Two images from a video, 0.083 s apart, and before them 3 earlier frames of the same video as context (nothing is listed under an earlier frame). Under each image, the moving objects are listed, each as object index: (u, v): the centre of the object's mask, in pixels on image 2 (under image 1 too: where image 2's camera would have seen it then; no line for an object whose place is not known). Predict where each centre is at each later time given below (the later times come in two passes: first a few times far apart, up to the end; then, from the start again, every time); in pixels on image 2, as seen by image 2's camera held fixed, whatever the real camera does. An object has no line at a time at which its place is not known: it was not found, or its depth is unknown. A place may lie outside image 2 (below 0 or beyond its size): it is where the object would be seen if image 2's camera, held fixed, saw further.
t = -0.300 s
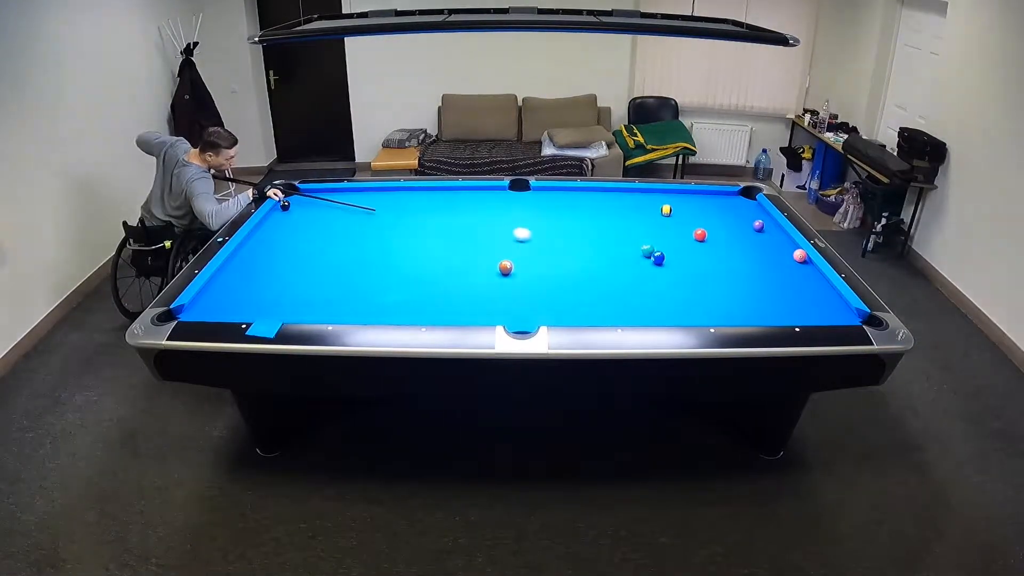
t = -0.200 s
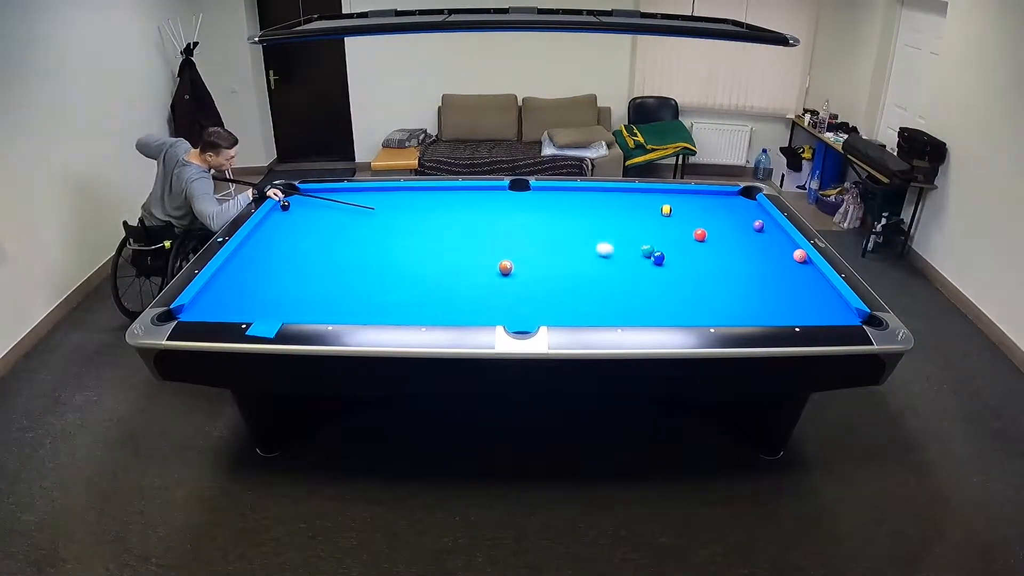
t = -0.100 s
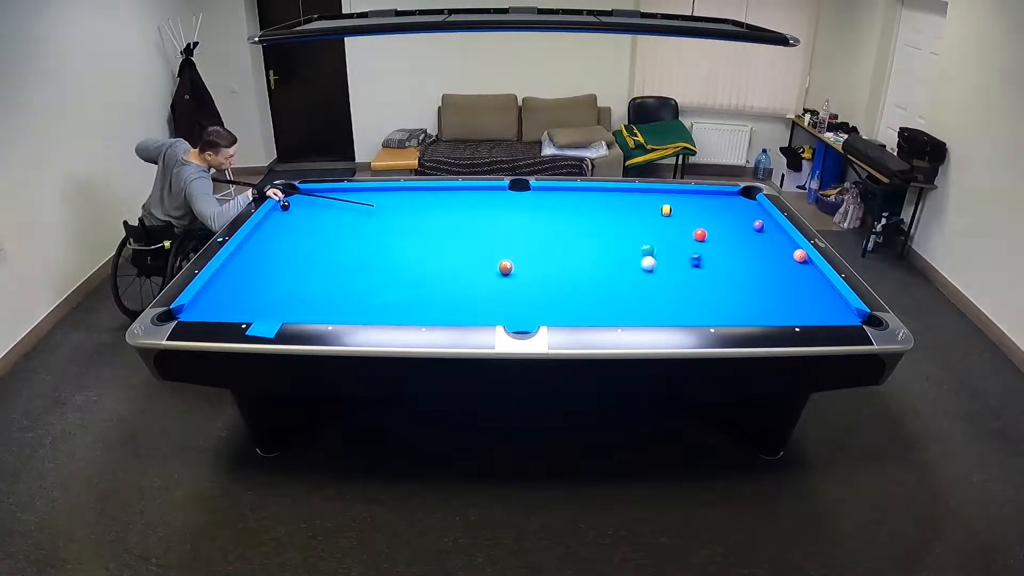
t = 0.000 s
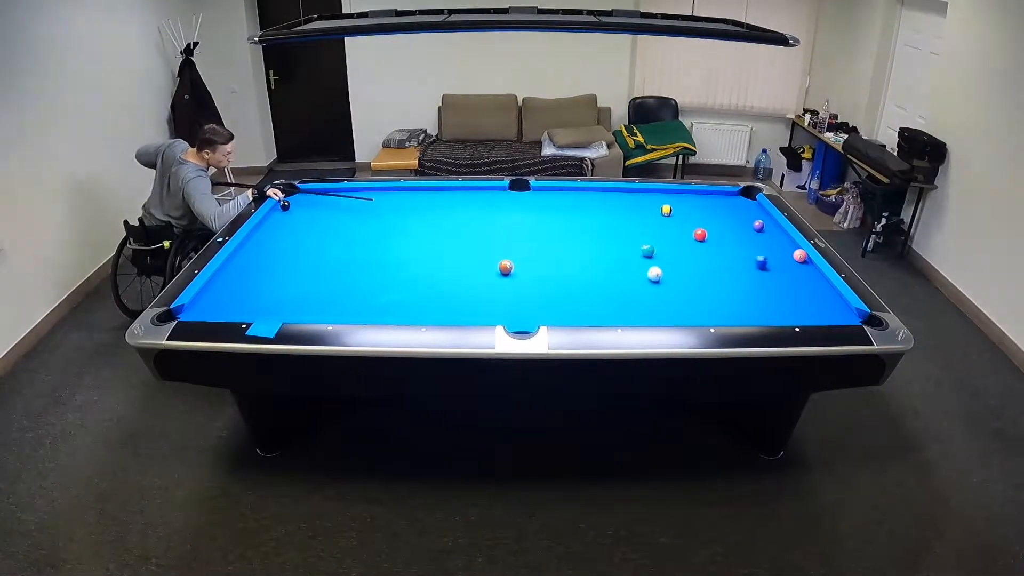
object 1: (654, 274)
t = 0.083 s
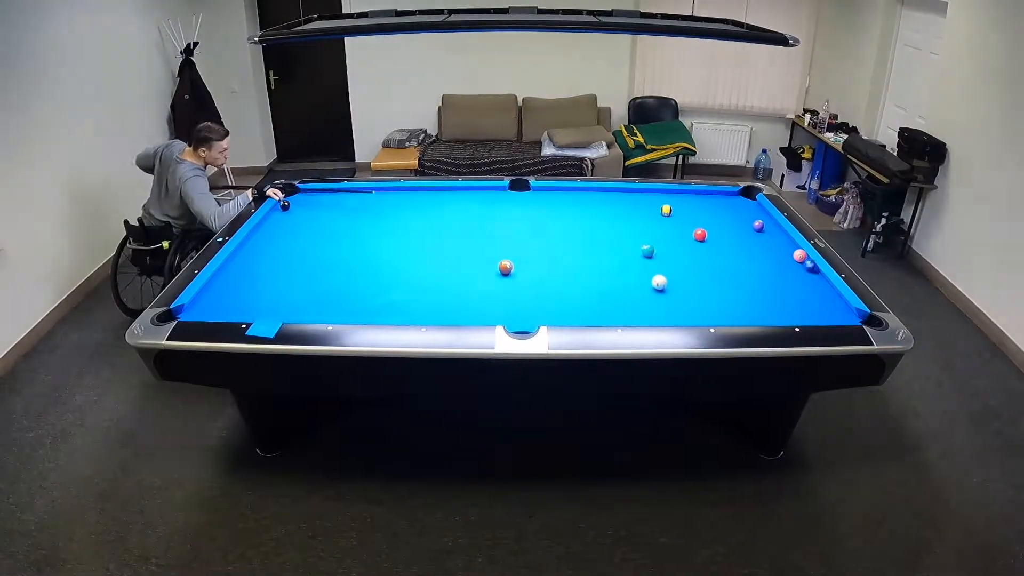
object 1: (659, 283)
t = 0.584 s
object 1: (671, 307)
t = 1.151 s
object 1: (649, 280)
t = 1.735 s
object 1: (631, 259)
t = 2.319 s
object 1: (618, 244)
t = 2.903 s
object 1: (609, 232)
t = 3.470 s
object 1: (602, 223)
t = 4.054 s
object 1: (596, 218)
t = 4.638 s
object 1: (593, 214)
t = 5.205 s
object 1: (592, 213)
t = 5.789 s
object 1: (592, 213)
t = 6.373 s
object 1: (592, 213)
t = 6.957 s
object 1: (592, 213)
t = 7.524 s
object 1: (593, 213)
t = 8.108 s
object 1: (593, 213)
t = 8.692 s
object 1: (592, 213)
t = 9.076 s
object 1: (593, 213)
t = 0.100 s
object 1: (660, 285)
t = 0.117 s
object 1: (661, 286)
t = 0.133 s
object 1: (662, 288)
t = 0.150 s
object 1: (663, 290)
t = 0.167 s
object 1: (664, 292)
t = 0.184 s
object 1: (666, 293)
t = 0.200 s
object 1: (666, 295)
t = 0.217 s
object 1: (667, 297)
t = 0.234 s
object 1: (668, 299)
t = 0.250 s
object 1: (670, 301)
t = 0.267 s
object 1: (671, 303)
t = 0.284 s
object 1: (672, 304)
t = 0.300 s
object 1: (673, 306)
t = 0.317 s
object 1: (674, 308)
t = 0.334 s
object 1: (675, 310)
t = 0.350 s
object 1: (676, 311)
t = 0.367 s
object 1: (677, 312)
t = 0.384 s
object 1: (678, 314)
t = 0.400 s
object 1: (679, 315)
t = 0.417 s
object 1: (679, 315)
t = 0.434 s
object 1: (678, 314)
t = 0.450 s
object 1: (678, 313)
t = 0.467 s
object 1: (677, 312)
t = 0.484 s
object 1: (676, 312)
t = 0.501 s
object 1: (675, 311)
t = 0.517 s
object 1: (674, 311)
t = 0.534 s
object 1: (674, 310)
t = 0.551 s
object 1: (673, 309)
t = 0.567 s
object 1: (672, 308)
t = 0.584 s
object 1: (671, 307)
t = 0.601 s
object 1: (670, 306)
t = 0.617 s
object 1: (670, 305)
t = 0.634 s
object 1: (669, 304)
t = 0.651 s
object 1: (668, 303)
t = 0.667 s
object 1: (667, 303)
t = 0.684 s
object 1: (667, 302)
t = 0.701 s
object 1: (666, 301)
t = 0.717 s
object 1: (666, 300)
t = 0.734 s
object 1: (665, 299)
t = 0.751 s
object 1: (664, 298)
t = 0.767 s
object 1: (663, 298)
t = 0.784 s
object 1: (663, 297)
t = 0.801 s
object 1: (662, 296)
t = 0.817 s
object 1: (662, 295)
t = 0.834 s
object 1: (661, 294)
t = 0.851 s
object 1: (660, 294)
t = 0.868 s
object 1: (660, 293)
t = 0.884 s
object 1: (659, 292)
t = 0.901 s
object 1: (658, 291)
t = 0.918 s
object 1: (657, 290)
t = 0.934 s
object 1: (657, 290)
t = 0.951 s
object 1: (656, 289)
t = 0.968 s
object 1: (656, 288)
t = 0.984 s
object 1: (655, 287)
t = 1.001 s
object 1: (654, 287)
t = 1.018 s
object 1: (654, 286)
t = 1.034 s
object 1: (653, 285)
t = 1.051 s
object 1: (653, 284)
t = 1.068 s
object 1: (652, 284)
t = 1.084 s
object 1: (651, 283)
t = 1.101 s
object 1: (651, 282)
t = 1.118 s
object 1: (650, 282)
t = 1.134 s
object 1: (650, 281)
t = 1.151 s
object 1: (649, 280)
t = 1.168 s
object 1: (648, 279)
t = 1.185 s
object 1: (648, 279)
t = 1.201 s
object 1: (647, 278)
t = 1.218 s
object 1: (647, 277)
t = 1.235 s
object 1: (646, 277)
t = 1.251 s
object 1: (646, 276)
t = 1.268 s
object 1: (645, 276)
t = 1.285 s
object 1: (644, 275)
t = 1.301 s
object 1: (644, 274)
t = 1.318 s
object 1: (643, 273)
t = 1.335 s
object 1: (643, 273)
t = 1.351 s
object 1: (642, 272)
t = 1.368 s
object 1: (642, 272)
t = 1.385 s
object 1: (641, 271)
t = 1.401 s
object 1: (641, 270)
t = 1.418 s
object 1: (641, 270)
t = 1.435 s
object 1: (640, 269)
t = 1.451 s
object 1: (639, 269)
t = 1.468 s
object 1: (639, 268)
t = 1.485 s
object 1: (638, 267)
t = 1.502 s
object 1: (638, 267)
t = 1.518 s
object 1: (637, 266)
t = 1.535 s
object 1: (637, 266)
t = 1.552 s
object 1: (637, 265)
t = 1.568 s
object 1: (636, 265)
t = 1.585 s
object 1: (635, 264)
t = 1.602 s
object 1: (635, 264)
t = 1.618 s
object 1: (634, 263)
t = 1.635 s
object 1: (634, 262)
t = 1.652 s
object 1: (634, 262)
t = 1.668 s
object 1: (633, 261)
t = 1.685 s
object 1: (633, 261)
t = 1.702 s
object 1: (632, 260)
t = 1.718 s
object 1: (632, 260)
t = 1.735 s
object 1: (631, 259)
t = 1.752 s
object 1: (631, 259)
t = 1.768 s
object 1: (631, 258)
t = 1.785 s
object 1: (630, 258)
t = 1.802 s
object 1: (630, 257)
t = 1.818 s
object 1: (629, 257)
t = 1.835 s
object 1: (629, 256)
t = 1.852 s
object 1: (628, 256)
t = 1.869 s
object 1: (628, 255)
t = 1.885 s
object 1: (628, 255)
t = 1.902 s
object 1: (627, 254)
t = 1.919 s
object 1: (627, 254)
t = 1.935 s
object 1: (626, 253)
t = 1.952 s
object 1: (626, 253)
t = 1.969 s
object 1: (626, 252)
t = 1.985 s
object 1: (625, 252)
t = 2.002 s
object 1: (625, 252)
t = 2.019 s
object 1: (624, 251)
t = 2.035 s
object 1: (624, 251)
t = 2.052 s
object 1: (624, 250)
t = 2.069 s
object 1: (623, 250)
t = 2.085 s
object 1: (623, 249)
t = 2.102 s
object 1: (623, 249)
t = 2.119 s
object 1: (622, 248)
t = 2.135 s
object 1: (622, 248)
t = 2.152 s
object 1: (622, 248)
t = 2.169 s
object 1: (621, 247)
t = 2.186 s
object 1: (621, 247)
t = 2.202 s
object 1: (621, 246)
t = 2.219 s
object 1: (620, 246)
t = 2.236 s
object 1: (620, 246)
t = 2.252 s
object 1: (620, 245)
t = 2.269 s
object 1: (619, 245)
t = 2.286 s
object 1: (619, 244)
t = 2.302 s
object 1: (619, 244)
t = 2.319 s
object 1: (618, 244)
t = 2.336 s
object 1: (618, 243)
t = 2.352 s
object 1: (617, 243)
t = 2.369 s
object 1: (617, 243)
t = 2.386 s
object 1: (617, 242)
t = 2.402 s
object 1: (617, 242)
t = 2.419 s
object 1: (616, 242)
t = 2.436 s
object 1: (616, 241)
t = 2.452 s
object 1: (616, 241)
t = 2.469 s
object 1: (616, 240)
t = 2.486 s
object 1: (615, 240)
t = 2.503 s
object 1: (615, 239)
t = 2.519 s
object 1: (615, 239)
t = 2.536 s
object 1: (614, 239)
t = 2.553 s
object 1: (614, 239)
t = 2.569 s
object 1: (614, 238)
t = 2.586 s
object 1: (614, 238)
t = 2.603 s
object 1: (613, 237)
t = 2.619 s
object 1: (613, 237)
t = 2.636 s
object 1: (613, 237)
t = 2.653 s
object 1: (613, 236)
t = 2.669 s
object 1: (612, 236)
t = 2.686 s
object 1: (612, 236)
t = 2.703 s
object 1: (612, 236)
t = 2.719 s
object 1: (611, 235)
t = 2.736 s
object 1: (611, 235)
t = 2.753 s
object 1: (611, 234)
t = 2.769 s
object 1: (610, 234)
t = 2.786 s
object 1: (610, 234)
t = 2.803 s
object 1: (610, 234)
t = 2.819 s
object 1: (610, 233)
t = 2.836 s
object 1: (610, 233)
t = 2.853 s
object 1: (609, 232)
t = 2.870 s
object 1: (609, 232)
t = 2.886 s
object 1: (609, 232)
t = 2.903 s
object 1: (609, 232)
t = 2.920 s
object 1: (608, 231)
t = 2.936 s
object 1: (608, 231)
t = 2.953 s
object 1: (608, 231)
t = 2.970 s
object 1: (608, 231)
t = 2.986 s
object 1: (608, 230)
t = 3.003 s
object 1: (607, 230)
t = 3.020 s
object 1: (607, 230)
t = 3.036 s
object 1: (607, 230)
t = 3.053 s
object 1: (607, 229)
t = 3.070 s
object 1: (606, 229)
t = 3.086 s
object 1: (606, 229)
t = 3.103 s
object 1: (606, 228)
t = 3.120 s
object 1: (606, 228)
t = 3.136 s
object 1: (605, 228)
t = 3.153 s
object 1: (605, 228)
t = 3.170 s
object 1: (605, 228)
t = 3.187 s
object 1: (605, 227)
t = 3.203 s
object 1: (604, 227)
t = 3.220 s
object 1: (604, 227)
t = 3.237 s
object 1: (604, 227)
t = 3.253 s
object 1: (604, 226)
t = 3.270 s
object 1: (604, 226)
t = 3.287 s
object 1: (603, 226)
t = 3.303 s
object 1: (603, 226)
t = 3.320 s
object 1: (603, 225)
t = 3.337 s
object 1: (603, 225)
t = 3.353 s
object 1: (603, 225)
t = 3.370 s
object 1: (603, 225)
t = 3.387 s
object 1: (602, 225)
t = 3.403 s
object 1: (602, 224)
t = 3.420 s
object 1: (602, 224)
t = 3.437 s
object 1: (602, 224)
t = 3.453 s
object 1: (602, 224)
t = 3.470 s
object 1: (602, 223)
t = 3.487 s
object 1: (601, 223)
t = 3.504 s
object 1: (601, 223)
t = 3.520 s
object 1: (601, 223)
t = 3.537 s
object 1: (601, 223)
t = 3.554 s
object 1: (601, 223)
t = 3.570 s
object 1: (600, 222)
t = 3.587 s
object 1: (600, 222)
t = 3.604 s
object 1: (600, 222)
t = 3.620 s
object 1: (600, 222)
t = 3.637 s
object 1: (600, 221)
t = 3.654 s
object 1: (599, 221)
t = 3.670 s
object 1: (599, 221)
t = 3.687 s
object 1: (599, 221)
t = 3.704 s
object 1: (599, 221)
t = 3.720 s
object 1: (599, 220)
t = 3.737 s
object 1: (599, 221)
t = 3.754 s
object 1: (598, 220)
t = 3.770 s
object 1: (598, 220)
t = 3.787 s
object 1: (598, 220)
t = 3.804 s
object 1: (598, 220)
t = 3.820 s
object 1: (598, 220)
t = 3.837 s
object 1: (597, 220)
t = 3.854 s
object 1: (597, 219)
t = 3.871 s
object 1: (597, 219)
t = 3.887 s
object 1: (597, 219)
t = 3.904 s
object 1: (597, 219)
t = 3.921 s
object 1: (597, 219)
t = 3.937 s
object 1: (597, 219)
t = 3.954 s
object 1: (596, 218)
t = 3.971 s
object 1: (596, 218)
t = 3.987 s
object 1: (596, 218)
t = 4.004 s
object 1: (596, 218)
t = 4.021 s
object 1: (596, 218)
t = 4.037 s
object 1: (596, 218)
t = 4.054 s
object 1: (596, 218)
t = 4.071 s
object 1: (596, 217)
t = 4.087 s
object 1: (596, 217)
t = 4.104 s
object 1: (595, 217)
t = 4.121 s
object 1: (595, 217)
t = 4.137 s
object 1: (595, 217)
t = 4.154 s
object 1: (595, 217)
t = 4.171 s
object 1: (595, 217)
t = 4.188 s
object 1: (595, 216)
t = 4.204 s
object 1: (595, 216)
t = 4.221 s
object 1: (595, 216)
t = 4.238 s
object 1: (595, 216)
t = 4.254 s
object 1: (595, 216)
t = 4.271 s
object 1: (595, 216)
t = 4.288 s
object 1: (594, 216)
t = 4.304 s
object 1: (594, 216)
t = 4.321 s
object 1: (594, 216)
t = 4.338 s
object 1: (594, 215)
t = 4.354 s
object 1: (594, 215)
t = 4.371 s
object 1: (594, 215)
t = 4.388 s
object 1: (594, 215)
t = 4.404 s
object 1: (594, 215)
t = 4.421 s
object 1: (594, 215)
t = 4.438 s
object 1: (593, 215)
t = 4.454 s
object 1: (593, 215)
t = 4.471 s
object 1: (593, 215)
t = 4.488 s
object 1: (593, 215)
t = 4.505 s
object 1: (593, 215)
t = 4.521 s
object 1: (593, 214)
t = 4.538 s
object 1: (593, 214)
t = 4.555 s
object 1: (593, 214)
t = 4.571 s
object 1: (593, 214)
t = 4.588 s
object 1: (593, 214)
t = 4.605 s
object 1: (593, 214)
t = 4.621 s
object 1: (593, 214)
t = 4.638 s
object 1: (593, 214)
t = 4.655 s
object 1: (593, 214)
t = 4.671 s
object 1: (593, 214)
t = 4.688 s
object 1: (593, 214)
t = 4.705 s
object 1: (593, 214)
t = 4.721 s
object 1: (593, 214)
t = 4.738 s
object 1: (593, 214)
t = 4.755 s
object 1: (593, 214)
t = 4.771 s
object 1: (592, 214)
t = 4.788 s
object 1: (593, 214)
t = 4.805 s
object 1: (592, 213)
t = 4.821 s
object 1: (592, 213)
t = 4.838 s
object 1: (592, 213)
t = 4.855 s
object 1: (592, 213)
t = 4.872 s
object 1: (592, 213)
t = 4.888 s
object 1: (592, 213)
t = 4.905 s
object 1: (592, 213)
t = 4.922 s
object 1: (592, 213)
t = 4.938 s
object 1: (592, 213)
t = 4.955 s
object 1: (592, 213)
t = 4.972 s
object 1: (592, 213)
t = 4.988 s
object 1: (592, 213)
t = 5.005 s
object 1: (592, 213)
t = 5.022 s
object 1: (592, 213)
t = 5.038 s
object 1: (592, 213)
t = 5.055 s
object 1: (592, 213)
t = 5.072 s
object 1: (592, 213)
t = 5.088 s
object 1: (592, 213)
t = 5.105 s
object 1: (592, 213)
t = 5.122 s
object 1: (592, 213)
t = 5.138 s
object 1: (592, 213)
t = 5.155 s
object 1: (592, 213)
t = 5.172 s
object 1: (592, 213)
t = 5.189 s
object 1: (592, 213)
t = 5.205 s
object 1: (592, 213)
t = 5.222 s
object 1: (592, 213)
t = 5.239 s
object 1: (592, 213)
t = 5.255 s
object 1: (592, 213)
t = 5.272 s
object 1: (592, 213)
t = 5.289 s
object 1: (592, 213)
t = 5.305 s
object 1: (592, 213)
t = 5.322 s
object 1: (592, 213)
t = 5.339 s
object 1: (592, 213)
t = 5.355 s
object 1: (592, 213)
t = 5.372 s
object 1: (592, 213)
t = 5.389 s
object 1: (592, 213)
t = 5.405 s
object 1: (592, 213)
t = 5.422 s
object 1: (592, 213)
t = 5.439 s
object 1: (592, 213)
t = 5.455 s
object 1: (592, 213)
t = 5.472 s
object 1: (592, 213)
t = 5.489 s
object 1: (592, 213)
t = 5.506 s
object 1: (592, 213)
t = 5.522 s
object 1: (592, 213)
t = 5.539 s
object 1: (592, 213)
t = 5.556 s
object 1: (592, 213)
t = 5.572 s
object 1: (592, 213)
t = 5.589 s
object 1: (592, 213)
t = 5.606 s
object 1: (592, 213)
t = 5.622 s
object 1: (592, 213)
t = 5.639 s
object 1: (592, 213)
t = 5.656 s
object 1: (592, 213)
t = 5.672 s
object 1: (592, 213)
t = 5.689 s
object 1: (592, 213)
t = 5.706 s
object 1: (592, 213)
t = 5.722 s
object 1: (592, 213)
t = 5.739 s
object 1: (592, 213)
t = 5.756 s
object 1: (592, 213)
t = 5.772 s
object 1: (592, 213)
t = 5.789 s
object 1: (592, 213)
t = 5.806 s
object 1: (592, 213)
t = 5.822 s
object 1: (592, 213)
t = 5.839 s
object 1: (592, 213)
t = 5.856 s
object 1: (592, 213)
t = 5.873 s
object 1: (592, 213)
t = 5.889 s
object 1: (592, 213)
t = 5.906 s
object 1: (592, 213)
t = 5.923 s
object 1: (592, 213)
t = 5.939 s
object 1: (592, 213)
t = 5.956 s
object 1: (592, 213)
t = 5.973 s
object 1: (592, 213)
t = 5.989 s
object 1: (592, 213)
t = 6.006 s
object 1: (592, 213)
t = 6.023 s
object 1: (592, 213)
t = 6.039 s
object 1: (592, 213)
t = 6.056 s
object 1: (592, 213)
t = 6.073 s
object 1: (592, 213)
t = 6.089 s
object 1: (592, 213)
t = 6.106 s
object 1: (592, 213)
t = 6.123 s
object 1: (592, 213)
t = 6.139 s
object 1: (592, 213)
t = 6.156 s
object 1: (592, 213)
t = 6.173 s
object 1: (592, 213)
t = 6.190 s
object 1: (592, 213)
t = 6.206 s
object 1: (592, 213)
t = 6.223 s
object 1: (592, 213)
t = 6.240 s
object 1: (592, 213)
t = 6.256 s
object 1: (592, 213)
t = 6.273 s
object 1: (592, 213)
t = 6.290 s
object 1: (592, 213)
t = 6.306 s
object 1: (592, 213)
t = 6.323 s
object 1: (592, 213)
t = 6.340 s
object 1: (592, 213)
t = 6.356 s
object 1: (592, 213)
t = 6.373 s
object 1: (592, 213)
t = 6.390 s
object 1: (592, 213)
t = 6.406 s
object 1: (592, 213)
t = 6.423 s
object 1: (592, 213)
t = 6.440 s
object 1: (592, 213)
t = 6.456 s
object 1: (592, 213)
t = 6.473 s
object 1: (592, 213)
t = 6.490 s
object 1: (592, 213)
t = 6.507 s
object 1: (592, 213)
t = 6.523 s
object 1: (592, 213)
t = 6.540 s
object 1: (592, 213)
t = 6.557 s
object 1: (592, 213)
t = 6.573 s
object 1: (592, 213)
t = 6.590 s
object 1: (592, 213)
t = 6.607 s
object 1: (592, 213)
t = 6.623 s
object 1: (592, 213)
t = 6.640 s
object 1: (592, 213)
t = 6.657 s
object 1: (592, 213)
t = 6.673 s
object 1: (592, 213)
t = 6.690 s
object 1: (592, 213)
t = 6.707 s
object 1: (592, 213)
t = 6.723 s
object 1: (592, 213)
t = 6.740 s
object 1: (592, 213)
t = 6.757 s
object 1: (592, 213)
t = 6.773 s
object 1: (592, 213)
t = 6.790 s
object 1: (593, 213)
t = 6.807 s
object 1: (592, 213)
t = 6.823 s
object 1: (592, 213)
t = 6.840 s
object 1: (592, 213)
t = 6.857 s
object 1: (592, 213)
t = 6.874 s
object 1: (592, 213)
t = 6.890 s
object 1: (592, 213)
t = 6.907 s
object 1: (592, 213)
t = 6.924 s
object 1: (592, 213)
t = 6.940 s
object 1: (592, 213)
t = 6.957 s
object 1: (592, 213)
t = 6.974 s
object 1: (592, 213)
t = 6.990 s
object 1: (592, 213)
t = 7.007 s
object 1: (592, 213)
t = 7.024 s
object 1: (592, 213)
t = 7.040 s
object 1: (592, 213)
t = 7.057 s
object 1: (592, 213)
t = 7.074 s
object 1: (592, 213)
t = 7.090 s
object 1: (593, 213)
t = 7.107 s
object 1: (592, 213)
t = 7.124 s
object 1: (592, 213)
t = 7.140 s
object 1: (592, 213)
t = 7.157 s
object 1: (592, 213)
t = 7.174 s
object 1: (592, 213)
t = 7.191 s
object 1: (593, 213)
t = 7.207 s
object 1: (592, 213)
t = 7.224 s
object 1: (592, 213)
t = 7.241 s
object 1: (592, 213)
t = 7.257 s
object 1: (592, 213)
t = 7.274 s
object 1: (592, 213)
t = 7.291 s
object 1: (592, 213)
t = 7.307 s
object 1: (592, 213)
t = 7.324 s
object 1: (592, 213)
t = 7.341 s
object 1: (592, 213)
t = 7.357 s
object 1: (592, 213)
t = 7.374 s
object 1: (592, 213)
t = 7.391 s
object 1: (593, 213)
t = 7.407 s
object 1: (593, 213)
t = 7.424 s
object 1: (592, 213)
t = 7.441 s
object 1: (593, 213)
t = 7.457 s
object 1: (593, 213)
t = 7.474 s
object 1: (593, 213)
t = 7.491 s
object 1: (593, 213)
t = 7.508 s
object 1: (593, 213)
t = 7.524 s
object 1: (593, 213)
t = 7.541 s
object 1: (593, 213)
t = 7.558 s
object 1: (593, 213)
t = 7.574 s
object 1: (593, 213)
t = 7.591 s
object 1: (593, 213)
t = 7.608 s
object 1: (593, 213)
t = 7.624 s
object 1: (593, 213)
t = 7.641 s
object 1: (593, 213)
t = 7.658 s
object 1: (593, 213)
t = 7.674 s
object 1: (593, 213)
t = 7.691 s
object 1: (593, 213)
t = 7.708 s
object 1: (593, 213)
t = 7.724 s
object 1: (593, 213)
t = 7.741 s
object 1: (593, 213)
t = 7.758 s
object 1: (593, 213)
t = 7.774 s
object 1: (593, 213)
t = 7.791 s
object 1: (593, 213)
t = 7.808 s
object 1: (593, 213)
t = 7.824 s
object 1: (593, 213)
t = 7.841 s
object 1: (593, 213)
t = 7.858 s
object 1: (593, 213)
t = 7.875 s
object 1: (593, 213)
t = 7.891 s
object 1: (593, 213)
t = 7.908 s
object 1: (593, 213)
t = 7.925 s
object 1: (593, 213)
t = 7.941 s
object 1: (593, 213)
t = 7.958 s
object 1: (593, 213)
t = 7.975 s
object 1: (593, 213)
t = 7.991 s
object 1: (593, 213)
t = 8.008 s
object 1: (593, 213)
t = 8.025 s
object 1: (593, 213)
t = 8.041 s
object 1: (593, 213)
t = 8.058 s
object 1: (593, 213)
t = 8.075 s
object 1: (593, 213)
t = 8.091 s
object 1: (593, 213)
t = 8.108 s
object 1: (593, 213)
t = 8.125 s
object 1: (593, 213)
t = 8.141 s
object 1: (593, 213)
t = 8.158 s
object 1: (593, 213)
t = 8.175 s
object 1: (593, 213)
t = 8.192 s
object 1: (593, 213)
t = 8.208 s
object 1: (593, 213)
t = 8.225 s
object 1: (593, 213)
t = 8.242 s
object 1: (593, 213)
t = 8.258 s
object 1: (593, 213)
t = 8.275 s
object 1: (593, 213)
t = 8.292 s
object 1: (593, 213)
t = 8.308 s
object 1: (593, 213)
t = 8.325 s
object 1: (593, 213)
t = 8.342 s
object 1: (593, 213)
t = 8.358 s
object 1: (593, 213)
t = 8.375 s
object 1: (593, 213)
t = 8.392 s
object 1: (593, 213)
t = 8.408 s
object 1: (593, 213)
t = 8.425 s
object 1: (593, 213)
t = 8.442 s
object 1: (593, 213)
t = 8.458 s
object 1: (593, 213)
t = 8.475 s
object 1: (593, 213)
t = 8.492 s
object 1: (593, 213)
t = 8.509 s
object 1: (593, 213)
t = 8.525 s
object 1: (592, 213)
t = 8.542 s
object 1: (592, 213)
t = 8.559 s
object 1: (593, 213)
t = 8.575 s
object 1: (592, 213)
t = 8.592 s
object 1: (592, 213)
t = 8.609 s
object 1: (592, 213)
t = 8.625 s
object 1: (592, 213)
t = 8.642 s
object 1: (592, 213)
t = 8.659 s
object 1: (592, 213)
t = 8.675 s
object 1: (592, 213)
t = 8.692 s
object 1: (592, 213)
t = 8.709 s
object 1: (592, 213)
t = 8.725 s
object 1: (592, 213)
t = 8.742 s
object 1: (592, 213)
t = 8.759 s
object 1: (592, 213)
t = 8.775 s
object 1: (593, 213)
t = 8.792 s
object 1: (593, 213)
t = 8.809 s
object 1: (593, 213)
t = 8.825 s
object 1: (593, 213)
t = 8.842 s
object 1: (593, 213)
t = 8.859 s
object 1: (593, 213)
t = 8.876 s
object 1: (593, 213)
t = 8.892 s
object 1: (593, 213)
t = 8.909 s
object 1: (593, 213)
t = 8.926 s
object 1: (593, 213)
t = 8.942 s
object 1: (593, 213)
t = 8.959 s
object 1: (593, 213)
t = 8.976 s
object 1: (593, 213)
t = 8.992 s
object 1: (593, 213)
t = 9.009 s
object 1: (592, 213)
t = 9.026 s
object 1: (592, 213)
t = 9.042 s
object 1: (593, 213)
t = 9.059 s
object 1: (593, 213)
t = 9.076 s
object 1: (593, 213)
